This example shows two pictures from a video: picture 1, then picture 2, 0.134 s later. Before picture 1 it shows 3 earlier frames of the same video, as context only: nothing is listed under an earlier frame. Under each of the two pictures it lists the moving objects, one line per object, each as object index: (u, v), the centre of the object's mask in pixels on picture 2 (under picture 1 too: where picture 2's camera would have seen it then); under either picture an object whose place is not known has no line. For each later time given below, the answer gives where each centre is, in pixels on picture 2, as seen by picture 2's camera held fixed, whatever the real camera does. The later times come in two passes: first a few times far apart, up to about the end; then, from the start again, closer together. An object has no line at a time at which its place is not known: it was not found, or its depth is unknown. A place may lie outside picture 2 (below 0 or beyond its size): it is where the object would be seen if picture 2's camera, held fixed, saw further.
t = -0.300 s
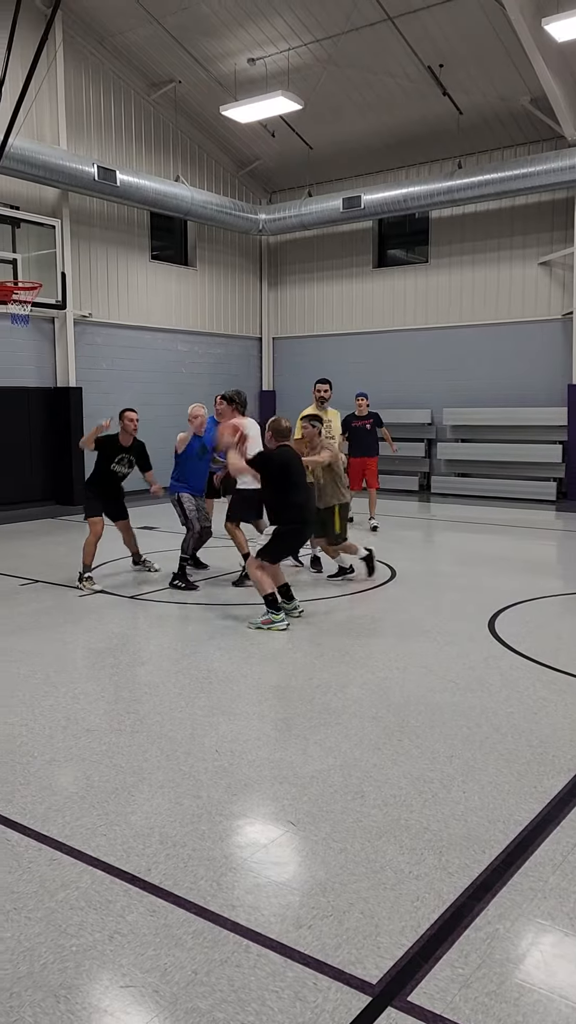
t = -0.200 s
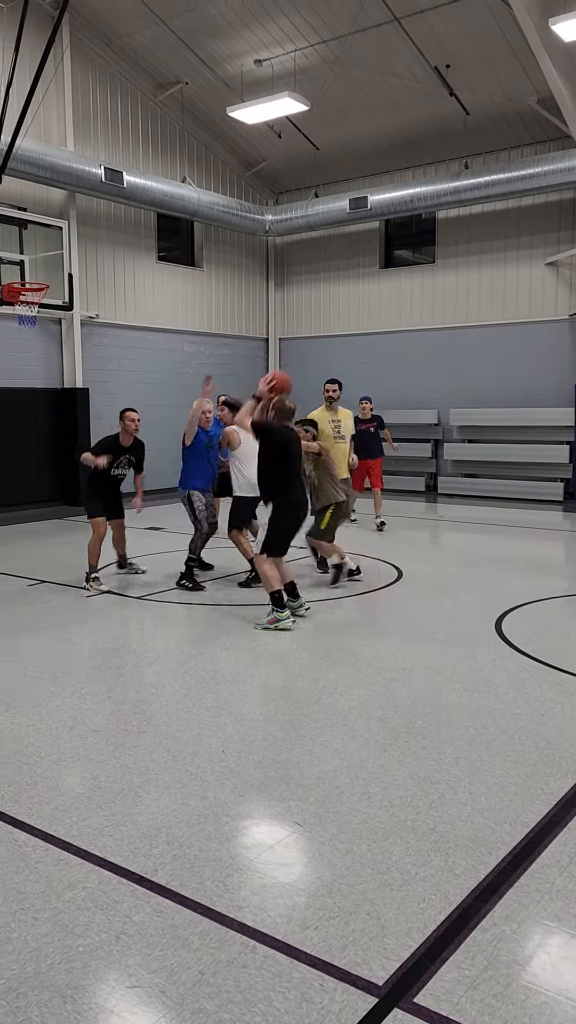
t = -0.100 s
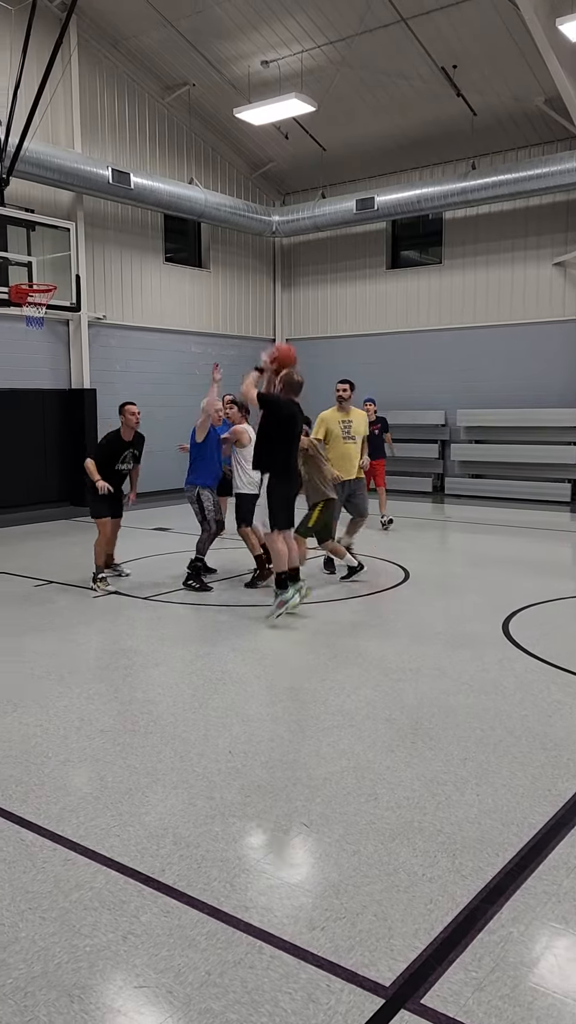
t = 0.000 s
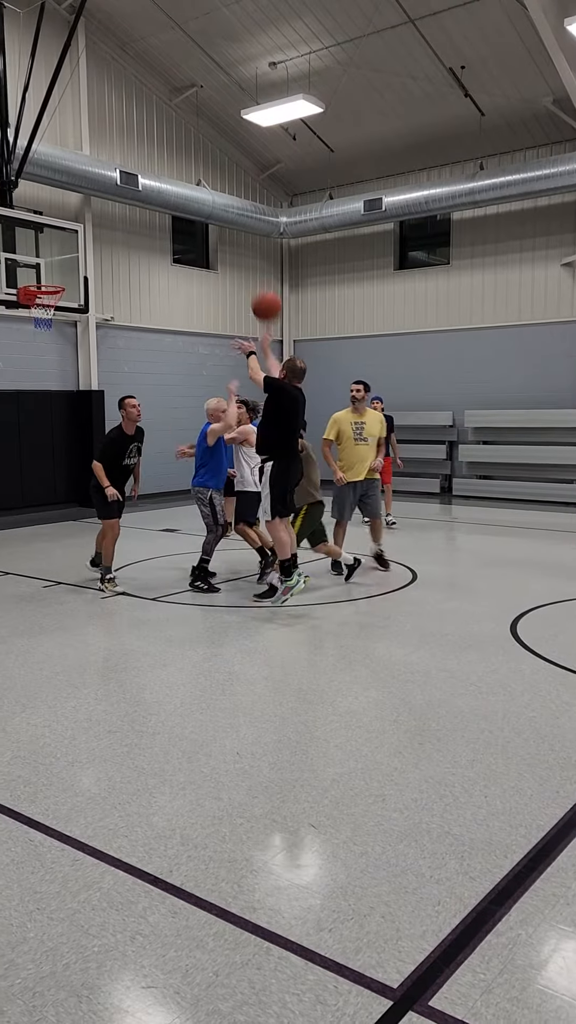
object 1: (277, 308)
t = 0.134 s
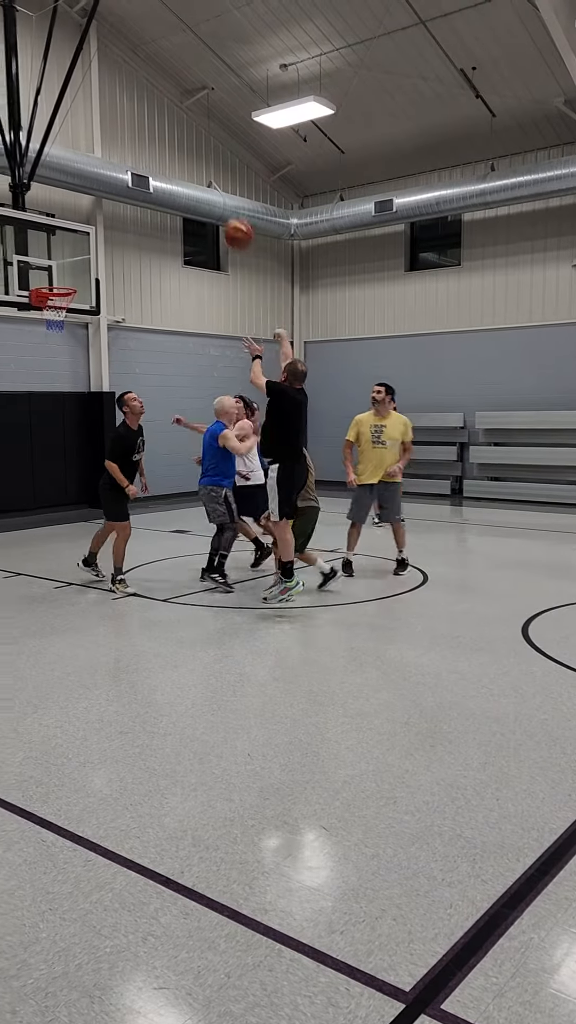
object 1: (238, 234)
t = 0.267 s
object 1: (204, 188)
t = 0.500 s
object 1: (154, 164)
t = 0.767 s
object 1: (109, 202)
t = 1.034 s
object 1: (78, 277)
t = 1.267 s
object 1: (81, 250)
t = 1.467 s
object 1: (88, 259)
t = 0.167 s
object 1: (230, 221)
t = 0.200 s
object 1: (221, 208)
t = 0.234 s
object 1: (212, 196)
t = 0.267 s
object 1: (204, 188)
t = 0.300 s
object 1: (196, 181)
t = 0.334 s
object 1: (188, 174)
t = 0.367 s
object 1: (181, 170)
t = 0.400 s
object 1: (174, 167)
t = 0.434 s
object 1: (167, 165)
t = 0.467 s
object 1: (160, 164)
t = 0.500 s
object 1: (154, 164)
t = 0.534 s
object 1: (148, 165)
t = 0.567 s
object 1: (141, 168)
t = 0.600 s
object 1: (136, 171)
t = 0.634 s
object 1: (130, 176)
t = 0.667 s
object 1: (124, 182)
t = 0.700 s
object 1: (119, 188)
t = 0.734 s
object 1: (114, 194)
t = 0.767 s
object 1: (109, 202)
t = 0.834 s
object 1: (98, 221)
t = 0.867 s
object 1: (94, 231)
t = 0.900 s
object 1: (89, 243)
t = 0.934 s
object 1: (85, 255)
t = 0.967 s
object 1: (81, 267)
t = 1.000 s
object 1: (78, 281)
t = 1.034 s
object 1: (78, 277)
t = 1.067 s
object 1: (78, 270)
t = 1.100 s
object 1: (78, 264)
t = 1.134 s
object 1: (79, 260)
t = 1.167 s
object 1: (80, 256)
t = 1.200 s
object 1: (80, 254)
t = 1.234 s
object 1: (81, 251)
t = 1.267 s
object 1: (81, 250)
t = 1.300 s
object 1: (82, 250)
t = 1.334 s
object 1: (83, 251)
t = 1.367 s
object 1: (83, 253)
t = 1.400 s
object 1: (84, 255)
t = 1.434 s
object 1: (85, 258)
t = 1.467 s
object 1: (88, 259)
